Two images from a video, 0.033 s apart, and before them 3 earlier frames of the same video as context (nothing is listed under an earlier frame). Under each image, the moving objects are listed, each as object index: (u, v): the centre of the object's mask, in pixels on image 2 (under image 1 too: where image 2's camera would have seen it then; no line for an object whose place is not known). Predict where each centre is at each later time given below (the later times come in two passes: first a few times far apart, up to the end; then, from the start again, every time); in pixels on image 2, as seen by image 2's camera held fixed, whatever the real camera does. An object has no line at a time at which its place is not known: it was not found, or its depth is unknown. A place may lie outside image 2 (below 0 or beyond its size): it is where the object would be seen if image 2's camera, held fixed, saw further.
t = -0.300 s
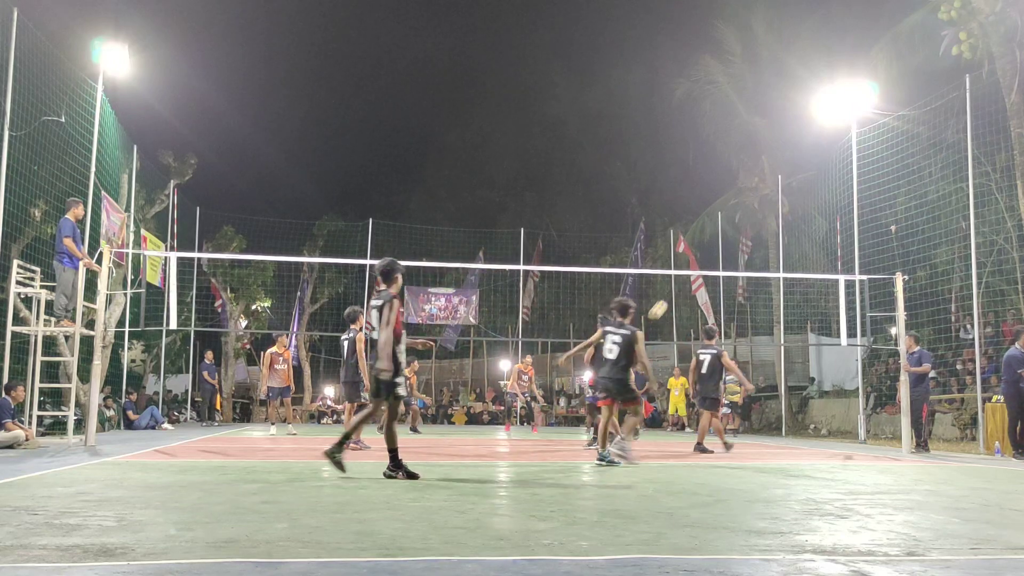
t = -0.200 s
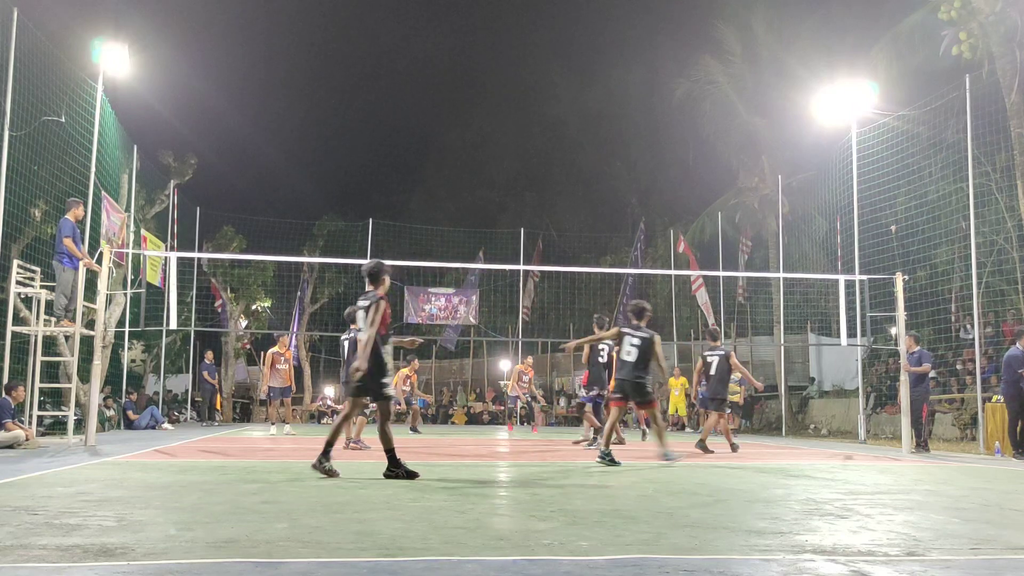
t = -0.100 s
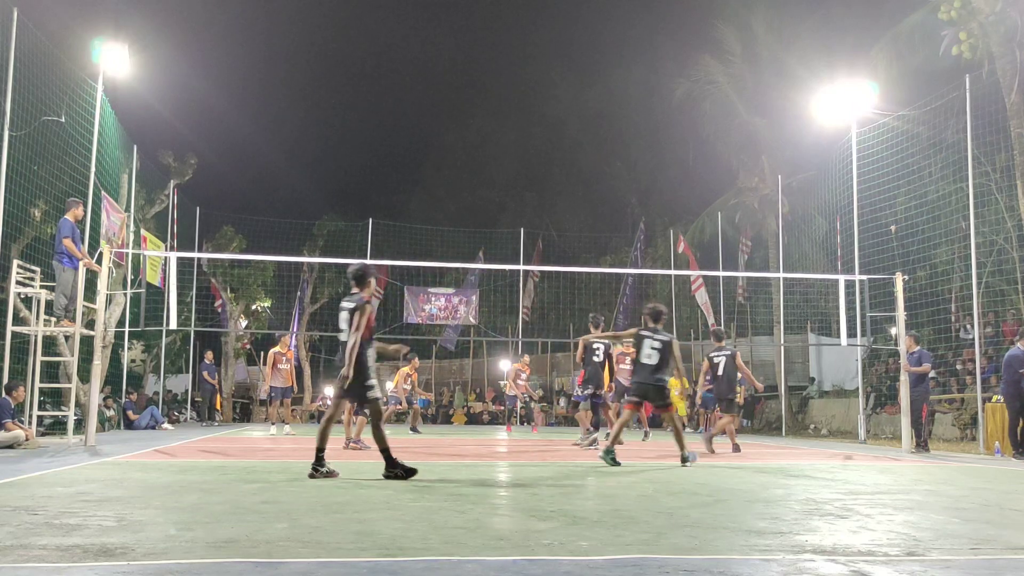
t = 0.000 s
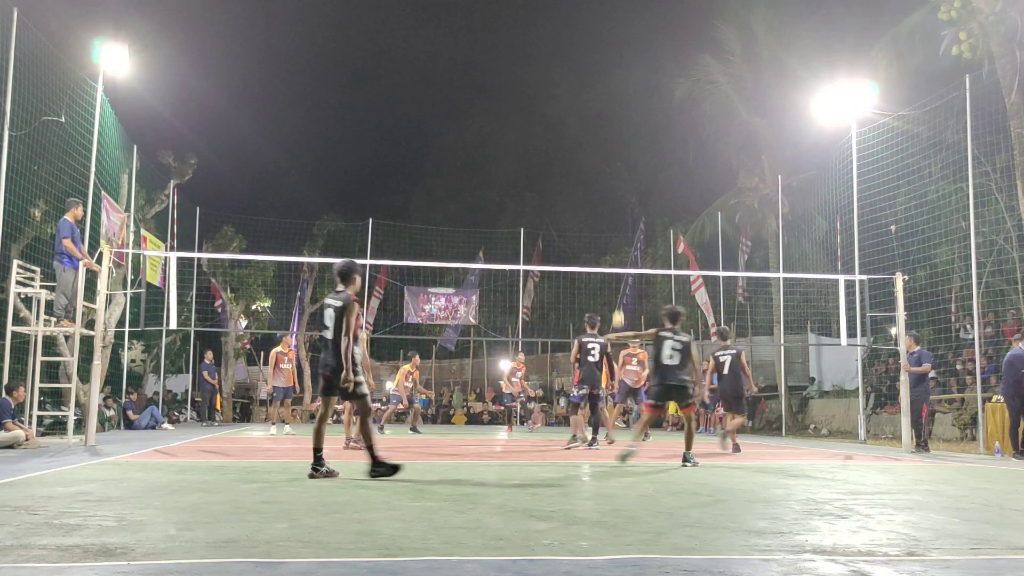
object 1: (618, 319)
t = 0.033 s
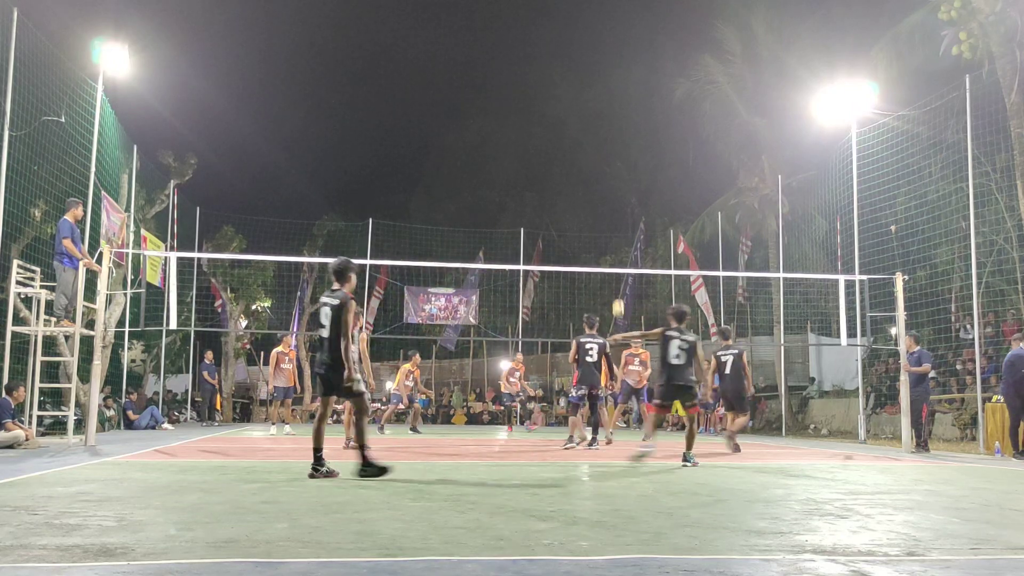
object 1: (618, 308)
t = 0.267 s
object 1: (619, 247)
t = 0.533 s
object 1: (619, 208)
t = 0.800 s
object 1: (619, 206)
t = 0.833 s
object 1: (618, 209)
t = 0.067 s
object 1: (618, 298)
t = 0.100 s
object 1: (618, 289)
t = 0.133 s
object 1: (618, 280)
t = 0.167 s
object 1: (619, 270)
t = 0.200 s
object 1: (619, 261)
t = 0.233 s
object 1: (619, 255)
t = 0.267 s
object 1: (619, 247)
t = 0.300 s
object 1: (619, 241)
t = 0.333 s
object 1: (619, 234)
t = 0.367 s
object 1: (619, 229)
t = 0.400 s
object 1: (619, 223)
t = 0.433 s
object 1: (619, 219)
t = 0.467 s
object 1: (619, 215)
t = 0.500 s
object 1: (619, 211)
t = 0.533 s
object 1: (619, 208)
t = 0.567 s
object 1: (619, 206)
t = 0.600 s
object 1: (619, 204)
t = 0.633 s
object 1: (619, 202)
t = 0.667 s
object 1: (619, 202)
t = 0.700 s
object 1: (619, 202)
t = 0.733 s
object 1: (619, 203)
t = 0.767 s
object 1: (619, 204)
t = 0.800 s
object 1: (619, 206)
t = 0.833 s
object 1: (618, 209)
